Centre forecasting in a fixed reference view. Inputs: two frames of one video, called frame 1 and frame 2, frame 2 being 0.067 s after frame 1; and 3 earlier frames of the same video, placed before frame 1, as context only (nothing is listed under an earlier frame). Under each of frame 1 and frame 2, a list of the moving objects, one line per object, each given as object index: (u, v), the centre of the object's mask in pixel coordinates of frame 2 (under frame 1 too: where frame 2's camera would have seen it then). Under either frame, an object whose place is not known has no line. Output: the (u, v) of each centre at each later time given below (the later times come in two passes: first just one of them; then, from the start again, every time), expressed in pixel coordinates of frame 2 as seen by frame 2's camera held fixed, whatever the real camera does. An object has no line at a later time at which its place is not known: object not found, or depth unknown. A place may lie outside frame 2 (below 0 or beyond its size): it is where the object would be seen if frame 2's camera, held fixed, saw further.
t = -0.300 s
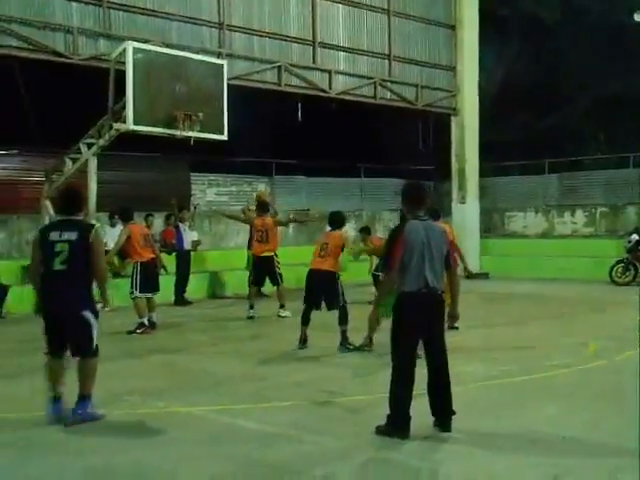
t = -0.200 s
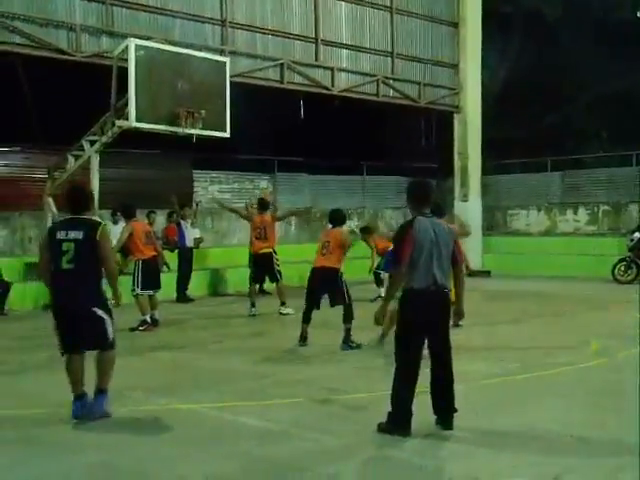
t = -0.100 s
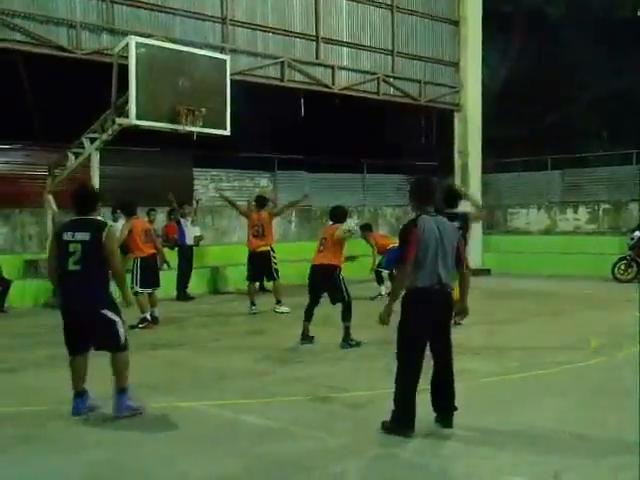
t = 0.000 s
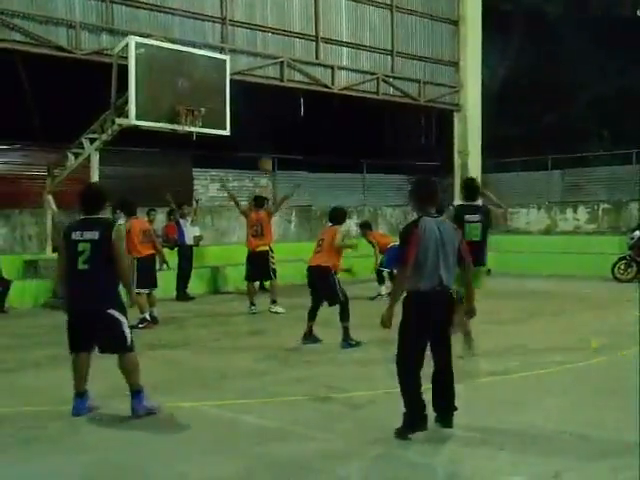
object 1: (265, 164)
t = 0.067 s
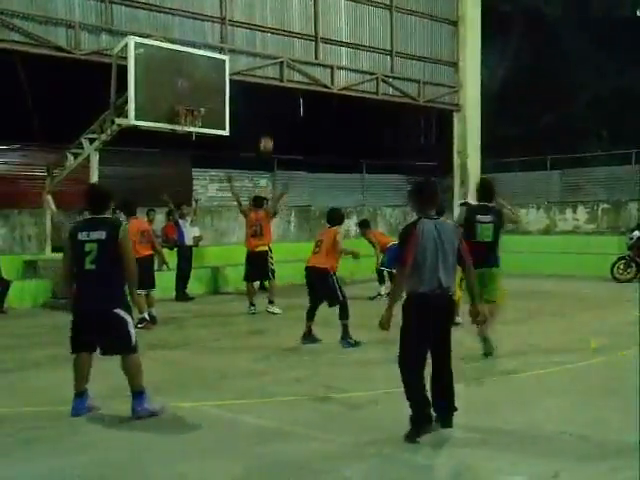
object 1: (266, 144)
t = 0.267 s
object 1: (269, 91)
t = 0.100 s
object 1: (267, 134)
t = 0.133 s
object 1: (267, 124)
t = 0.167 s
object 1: (267, 116)
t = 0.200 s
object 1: (268, 107)
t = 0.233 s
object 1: (268, 98)
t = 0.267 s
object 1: (269, 91)
